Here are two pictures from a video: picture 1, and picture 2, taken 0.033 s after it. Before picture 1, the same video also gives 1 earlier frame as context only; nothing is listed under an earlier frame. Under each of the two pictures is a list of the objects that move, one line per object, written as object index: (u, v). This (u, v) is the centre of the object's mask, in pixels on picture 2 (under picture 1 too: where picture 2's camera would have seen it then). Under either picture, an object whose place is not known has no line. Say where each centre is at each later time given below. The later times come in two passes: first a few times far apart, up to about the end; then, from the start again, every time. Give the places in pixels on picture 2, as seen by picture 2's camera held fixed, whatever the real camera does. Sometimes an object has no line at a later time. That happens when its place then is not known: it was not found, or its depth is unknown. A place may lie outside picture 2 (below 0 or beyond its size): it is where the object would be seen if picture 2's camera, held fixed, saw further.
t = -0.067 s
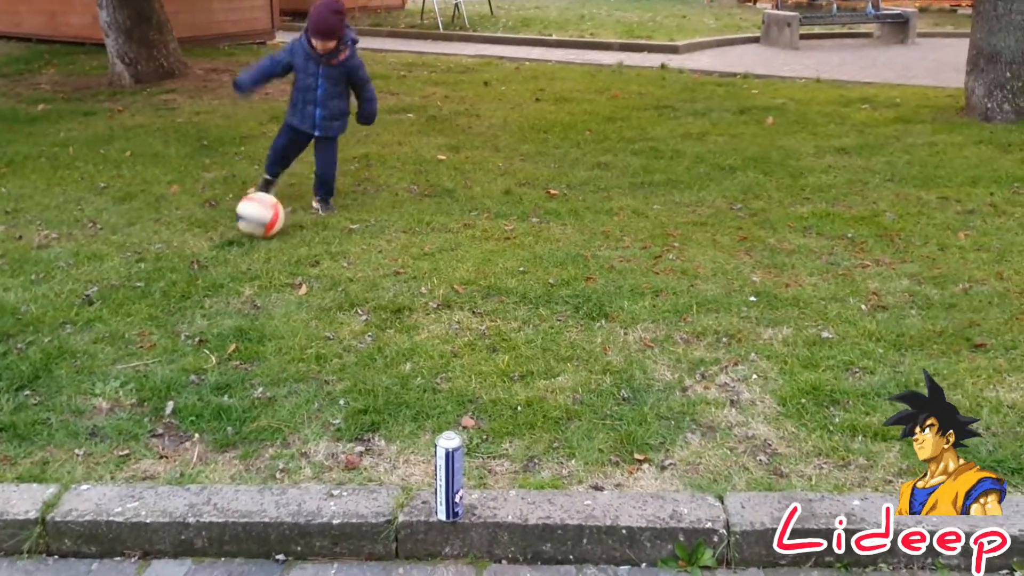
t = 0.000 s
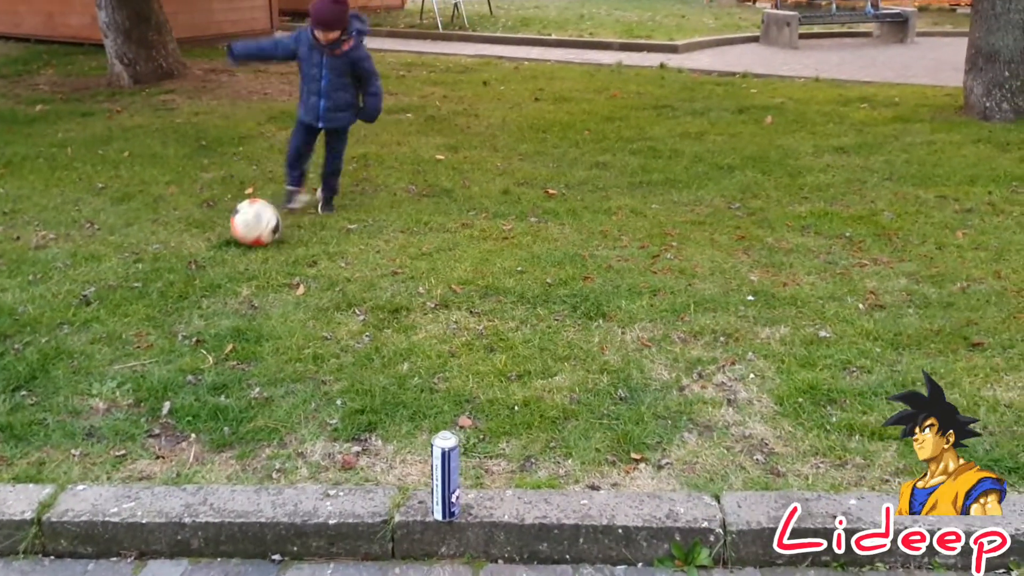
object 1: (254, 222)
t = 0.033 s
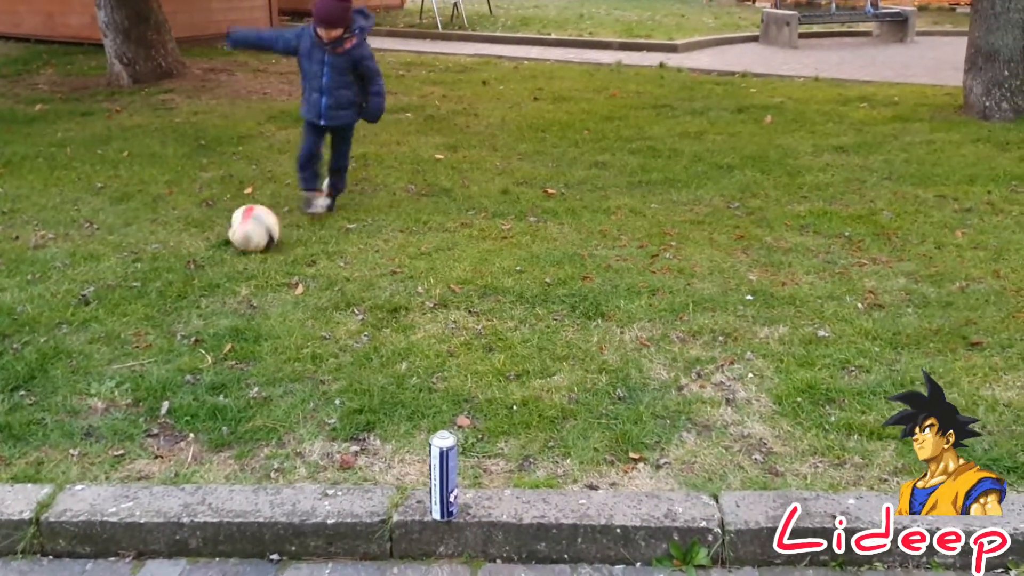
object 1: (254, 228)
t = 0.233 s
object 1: (248, 261)
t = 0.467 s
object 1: (238, 302)
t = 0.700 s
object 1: (232, 347)
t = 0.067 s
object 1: (253, 233)
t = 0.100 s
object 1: (252, 238)
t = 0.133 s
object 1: (250, 243)
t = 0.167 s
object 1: (249, 248)
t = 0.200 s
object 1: (248, 254)
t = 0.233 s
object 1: (248, 261)
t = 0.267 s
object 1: (246, 267)
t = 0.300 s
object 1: (245, 273)
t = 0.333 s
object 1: (244, 281)
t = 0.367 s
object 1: (243, 286)
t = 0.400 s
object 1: (240, 292)
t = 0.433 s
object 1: (239, 297)
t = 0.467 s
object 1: (238, 302)
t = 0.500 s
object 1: (236, 306)
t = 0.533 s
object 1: (235, 310)
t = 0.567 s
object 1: (234, 316)
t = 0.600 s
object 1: (234, 325)
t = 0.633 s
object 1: (232, 335)
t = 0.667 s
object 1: (232, 342)
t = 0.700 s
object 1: (232, 347)
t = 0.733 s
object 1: (231, 353)
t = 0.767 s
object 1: (230, 360)
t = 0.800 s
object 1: (230, 367)
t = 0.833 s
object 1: (231, 376)
